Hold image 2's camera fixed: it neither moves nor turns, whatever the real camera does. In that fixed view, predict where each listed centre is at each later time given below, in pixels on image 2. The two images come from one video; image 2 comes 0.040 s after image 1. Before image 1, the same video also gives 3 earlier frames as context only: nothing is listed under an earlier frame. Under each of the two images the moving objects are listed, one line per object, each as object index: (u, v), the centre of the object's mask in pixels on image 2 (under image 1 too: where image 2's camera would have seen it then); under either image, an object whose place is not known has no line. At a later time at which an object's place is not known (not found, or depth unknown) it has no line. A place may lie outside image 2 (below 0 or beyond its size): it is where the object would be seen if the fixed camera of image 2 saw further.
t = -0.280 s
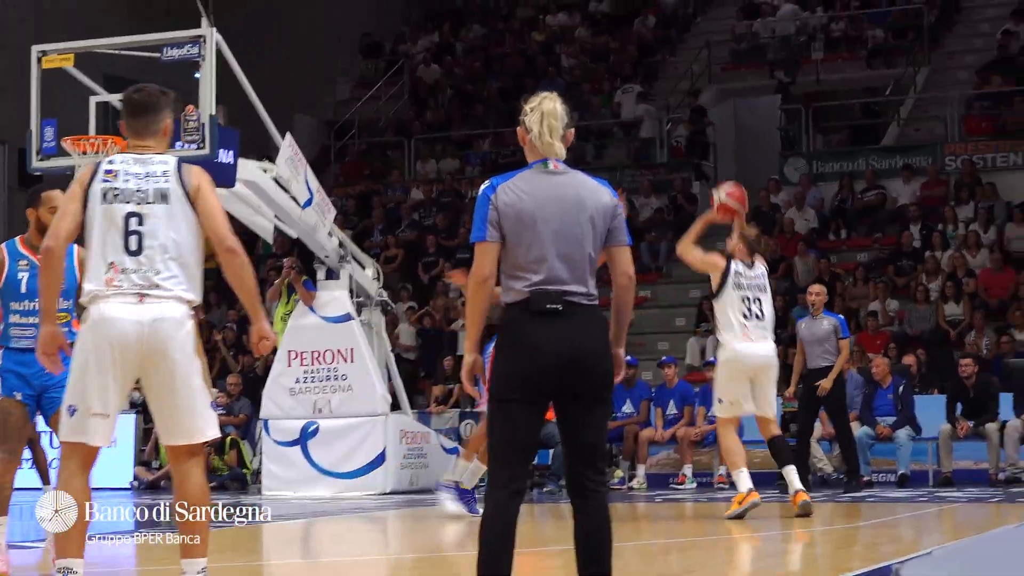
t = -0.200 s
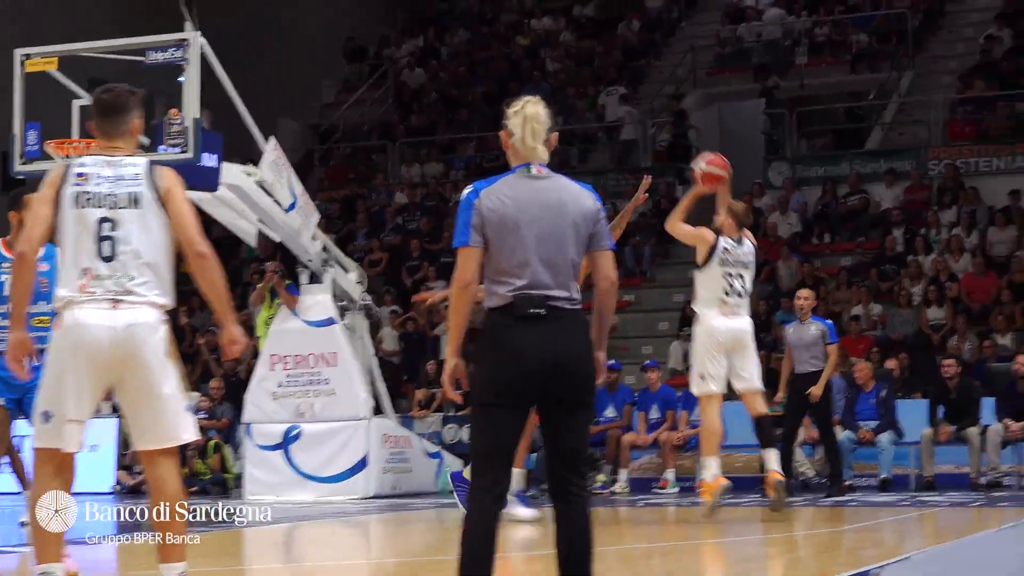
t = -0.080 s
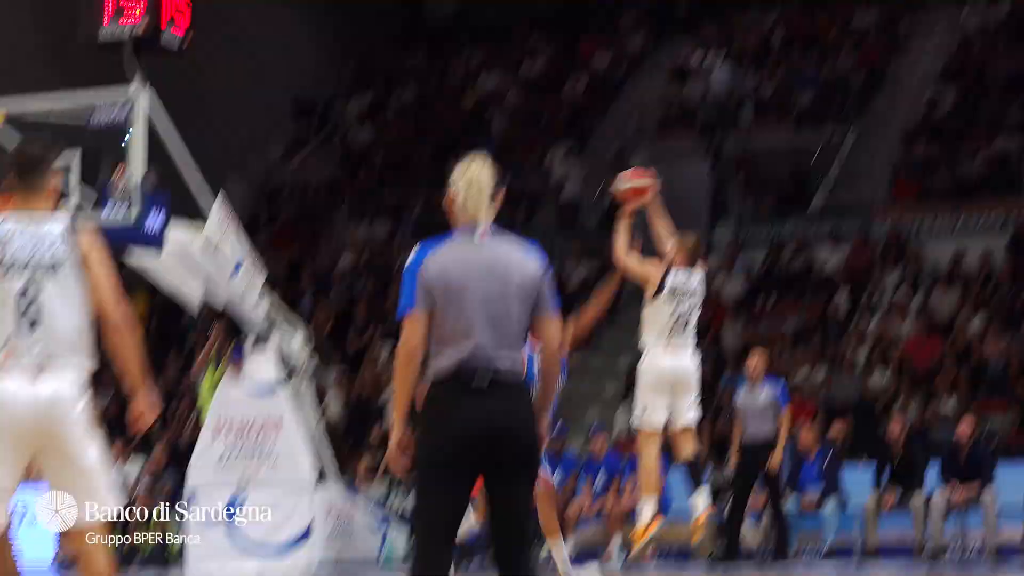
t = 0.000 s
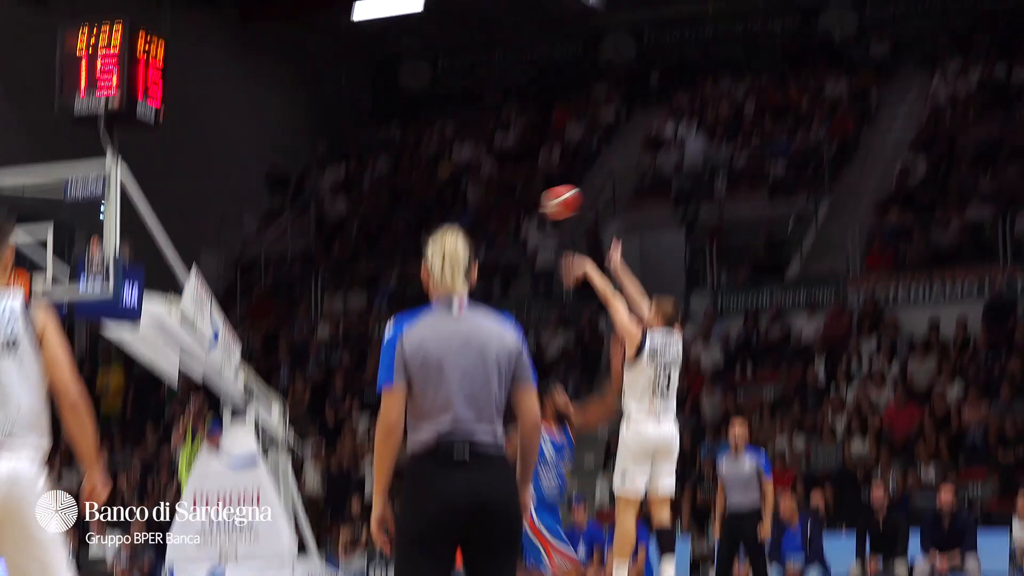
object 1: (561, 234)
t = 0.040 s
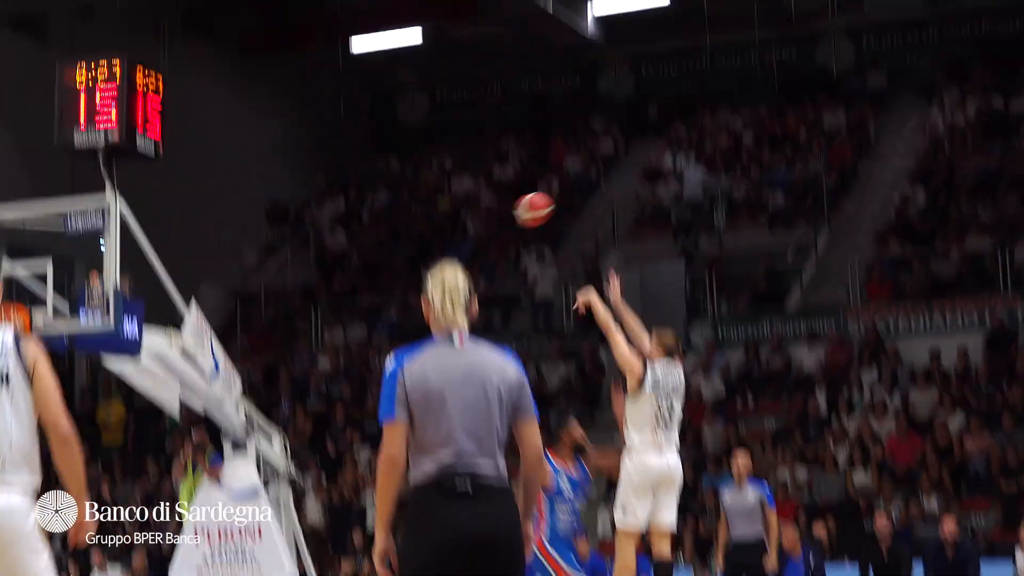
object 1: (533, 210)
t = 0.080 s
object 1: (507, 187)
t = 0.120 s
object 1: (481, 167)
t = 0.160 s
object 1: (455, 149)
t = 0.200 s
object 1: (431, 134)
